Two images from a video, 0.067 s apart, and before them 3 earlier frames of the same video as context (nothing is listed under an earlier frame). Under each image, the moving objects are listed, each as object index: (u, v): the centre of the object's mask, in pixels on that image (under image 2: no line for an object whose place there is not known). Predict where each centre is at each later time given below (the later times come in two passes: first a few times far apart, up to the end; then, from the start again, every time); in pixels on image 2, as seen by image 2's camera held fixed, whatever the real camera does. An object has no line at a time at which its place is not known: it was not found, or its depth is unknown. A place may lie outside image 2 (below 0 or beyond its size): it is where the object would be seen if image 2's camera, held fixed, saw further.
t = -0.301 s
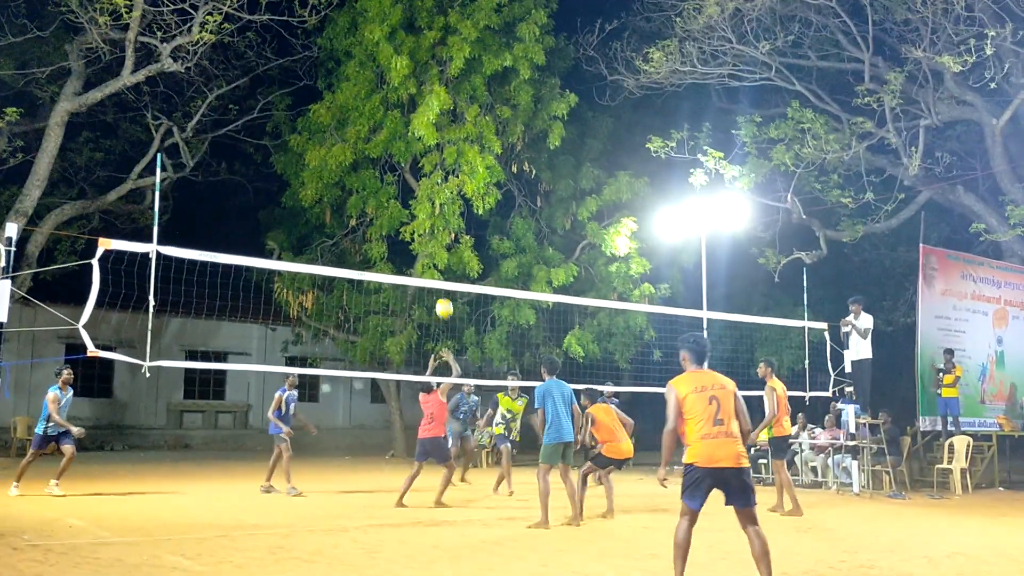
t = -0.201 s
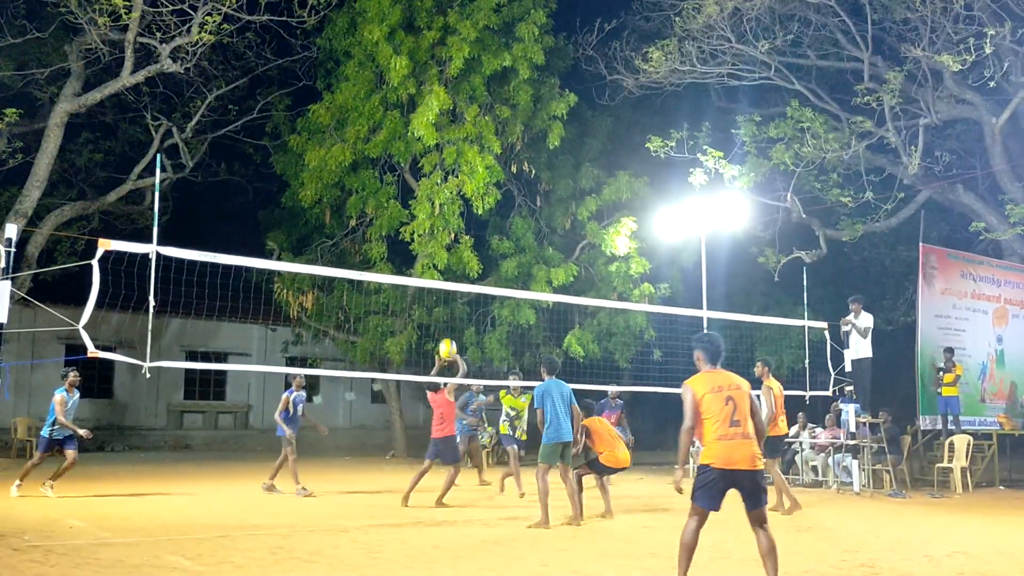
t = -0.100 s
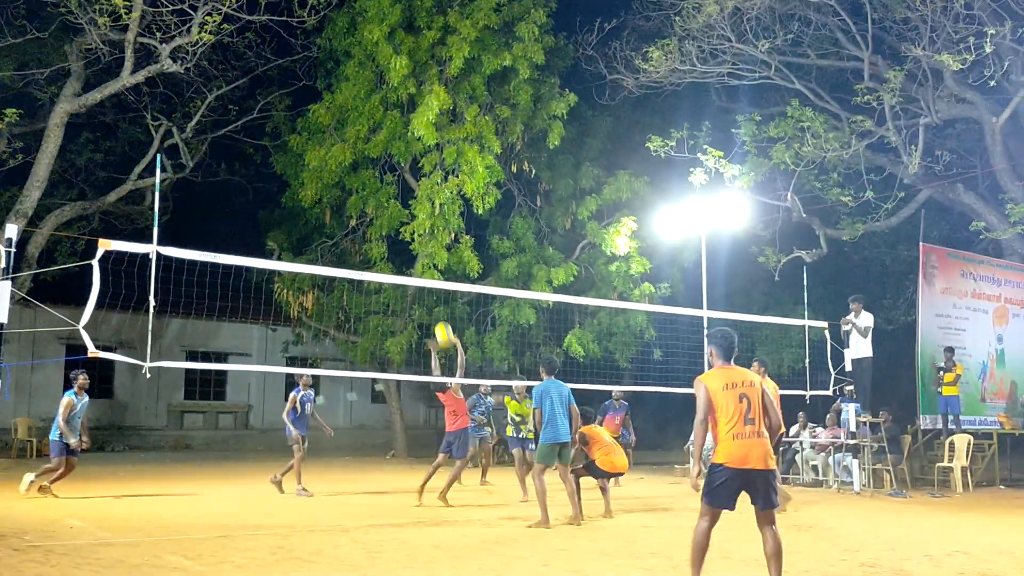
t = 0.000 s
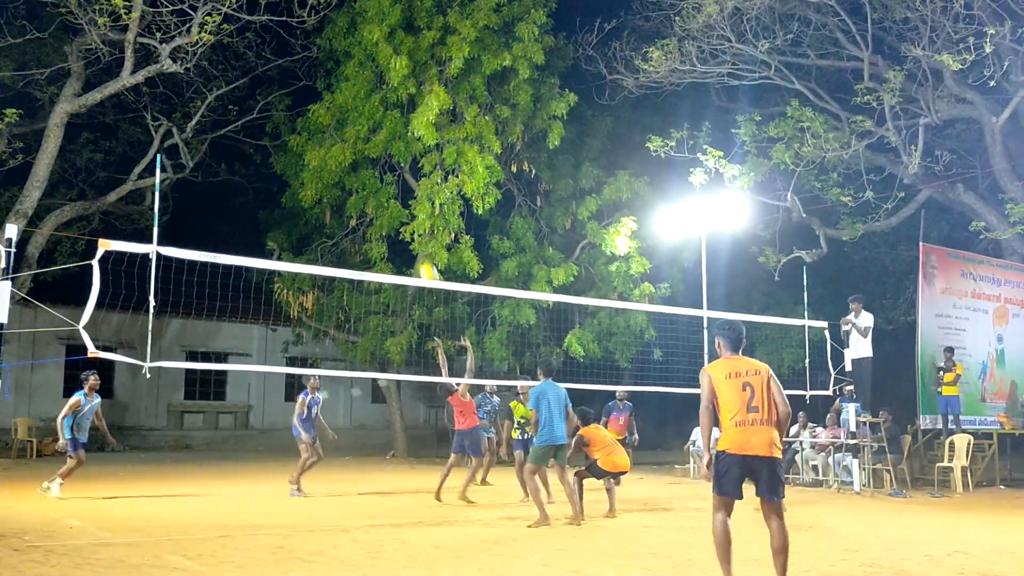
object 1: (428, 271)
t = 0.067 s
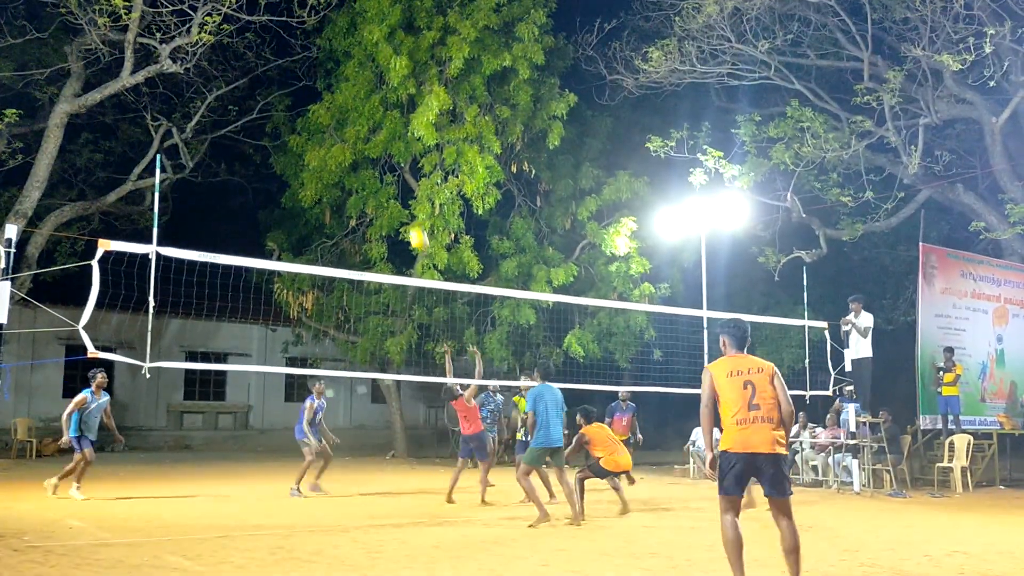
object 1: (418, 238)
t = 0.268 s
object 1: (386, 149)
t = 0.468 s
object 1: (352, 90)
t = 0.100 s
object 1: (413, 221)
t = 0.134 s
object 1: (408, 205)
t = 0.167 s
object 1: (403, 190)
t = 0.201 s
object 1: (397, 175)
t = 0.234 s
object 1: (392, 162)
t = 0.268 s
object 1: (386, 149)
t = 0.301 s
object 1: (380, 137)
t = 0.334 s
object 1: (375, 126)
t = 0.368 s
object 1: (369, 116)
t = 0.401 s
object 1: (364, 106)
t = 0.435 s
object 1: (358, 98)
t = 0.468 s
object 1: (352, 90)
